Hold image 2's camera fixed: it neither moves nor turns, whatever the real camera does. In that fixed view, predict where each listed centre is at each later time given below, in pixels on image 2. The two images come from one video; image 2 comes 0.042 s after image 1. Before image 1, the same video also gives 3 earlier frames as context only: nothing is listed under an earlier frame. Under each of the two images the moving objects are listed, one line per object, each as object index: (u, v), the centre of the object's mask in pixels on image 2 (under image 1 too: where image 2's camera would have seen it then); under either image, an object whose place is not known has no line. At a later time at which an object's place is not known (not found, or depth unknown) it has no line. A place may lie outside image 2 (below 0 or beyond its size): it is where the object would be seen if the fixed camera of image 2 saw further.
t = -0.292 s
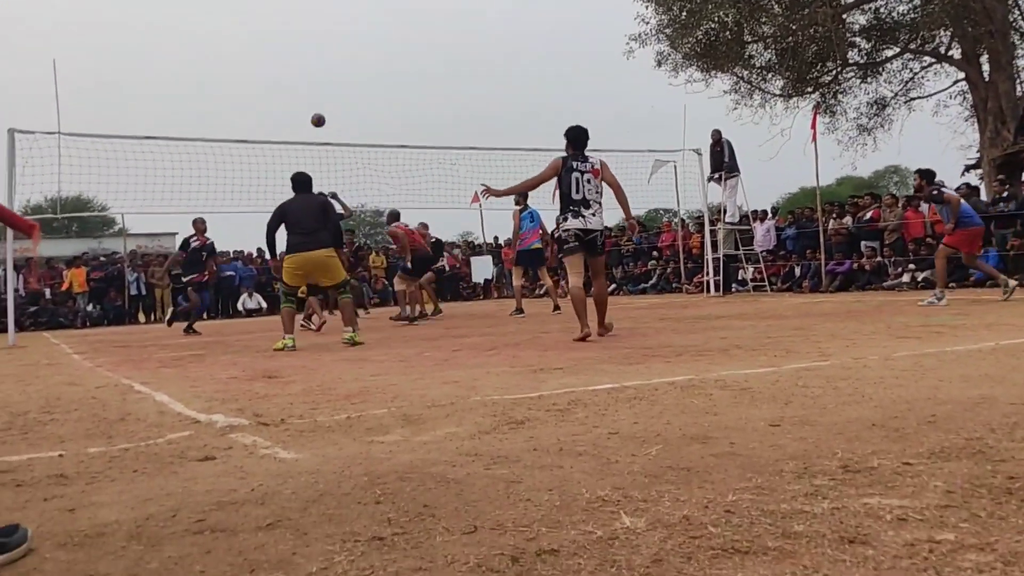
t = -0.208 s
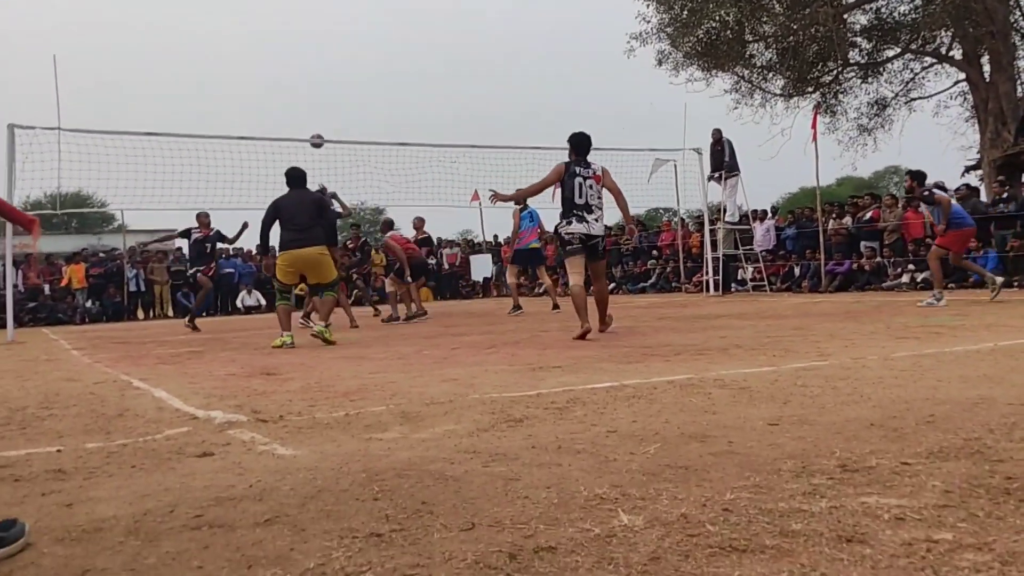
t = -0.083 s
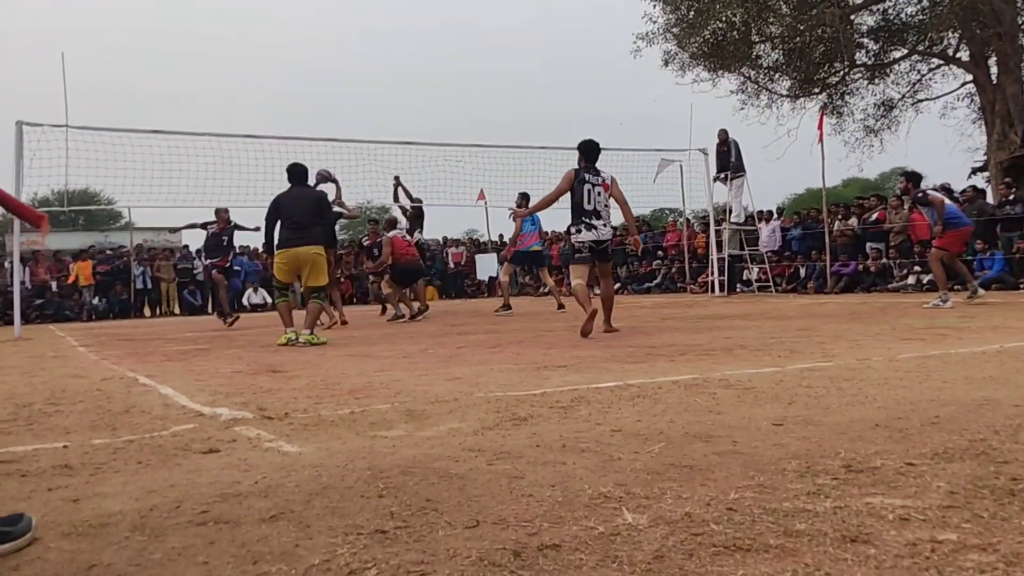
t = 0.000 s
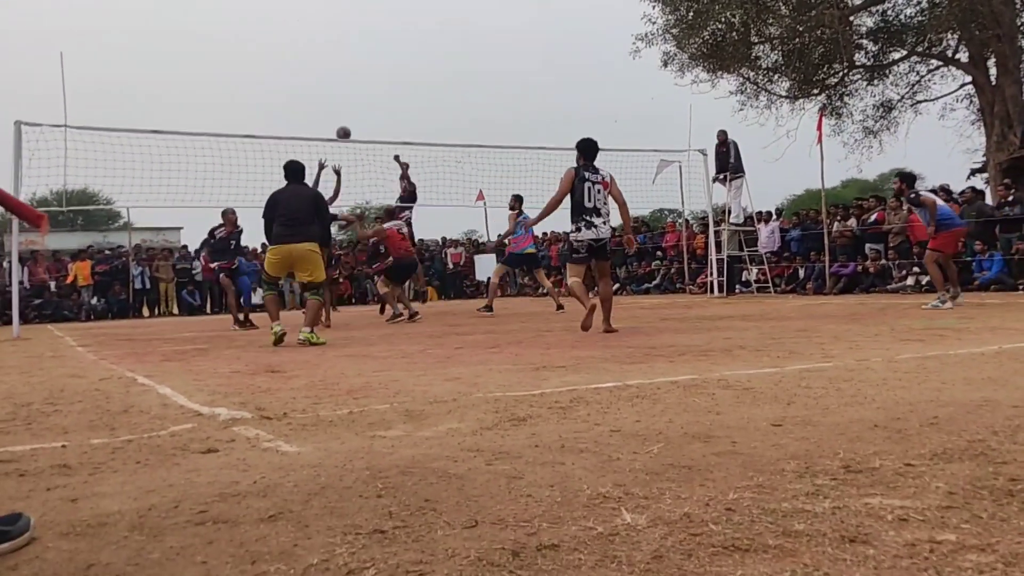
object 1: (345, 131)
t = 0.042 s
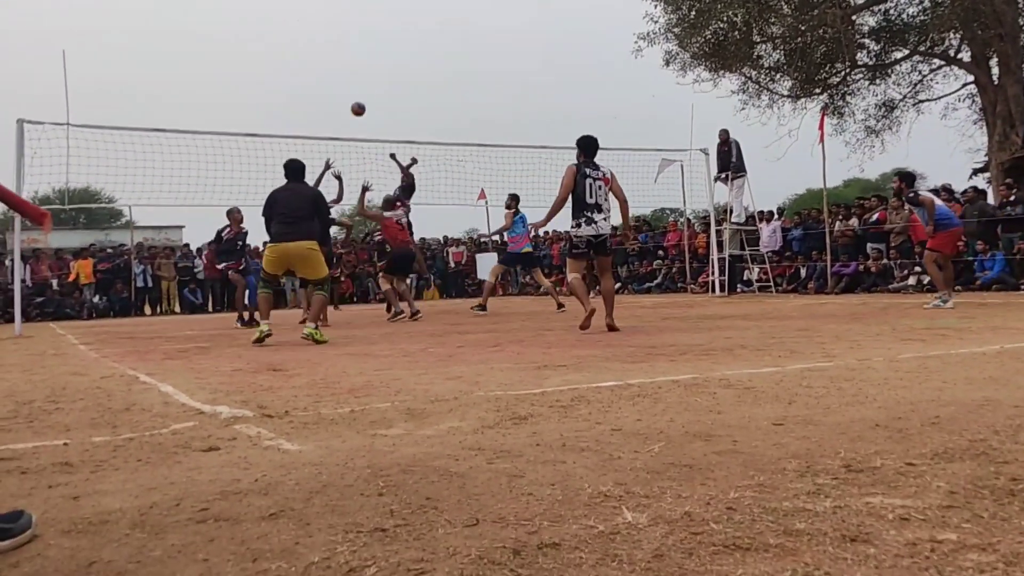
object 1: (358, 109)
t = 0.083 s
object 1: (366, 95)
